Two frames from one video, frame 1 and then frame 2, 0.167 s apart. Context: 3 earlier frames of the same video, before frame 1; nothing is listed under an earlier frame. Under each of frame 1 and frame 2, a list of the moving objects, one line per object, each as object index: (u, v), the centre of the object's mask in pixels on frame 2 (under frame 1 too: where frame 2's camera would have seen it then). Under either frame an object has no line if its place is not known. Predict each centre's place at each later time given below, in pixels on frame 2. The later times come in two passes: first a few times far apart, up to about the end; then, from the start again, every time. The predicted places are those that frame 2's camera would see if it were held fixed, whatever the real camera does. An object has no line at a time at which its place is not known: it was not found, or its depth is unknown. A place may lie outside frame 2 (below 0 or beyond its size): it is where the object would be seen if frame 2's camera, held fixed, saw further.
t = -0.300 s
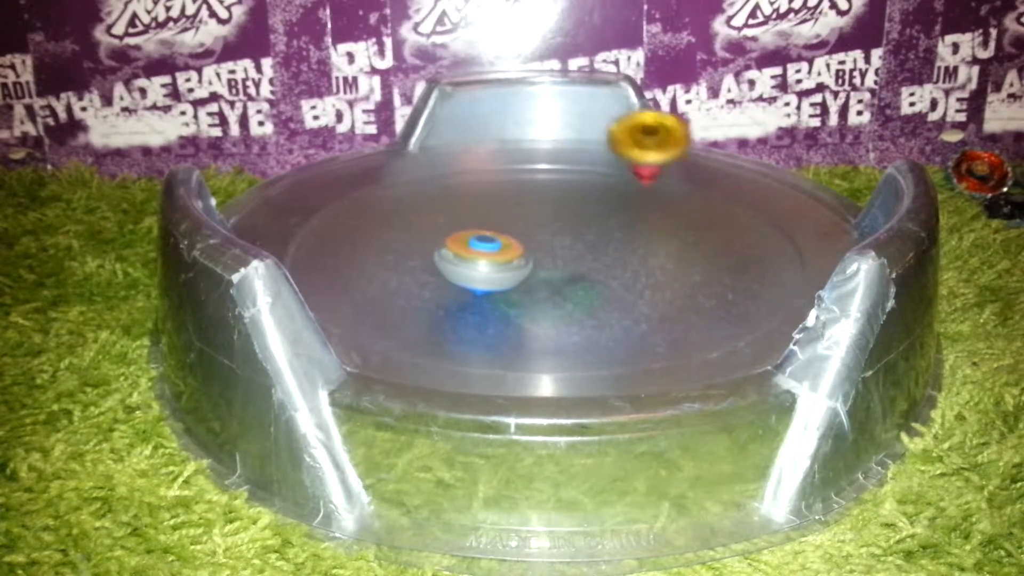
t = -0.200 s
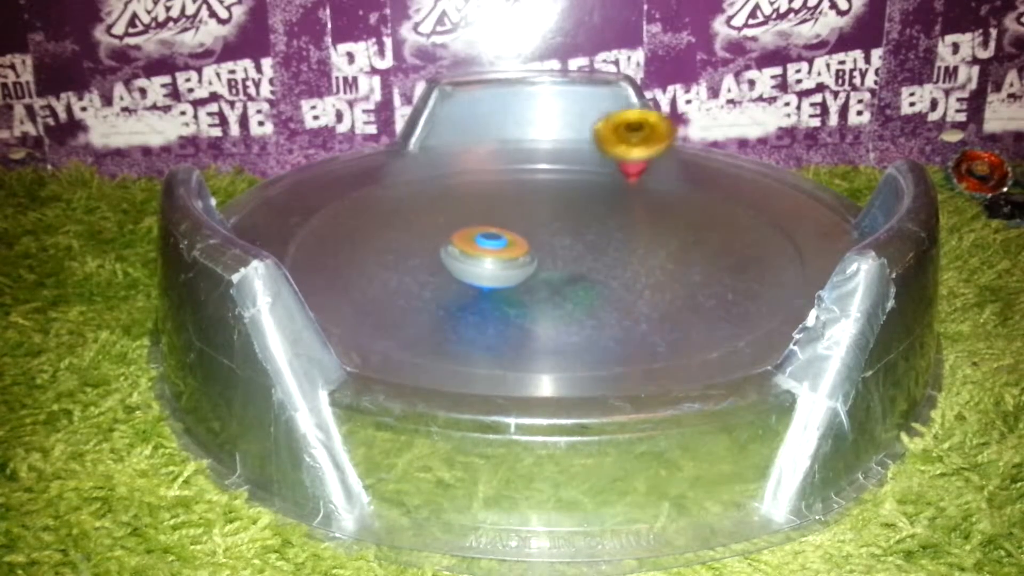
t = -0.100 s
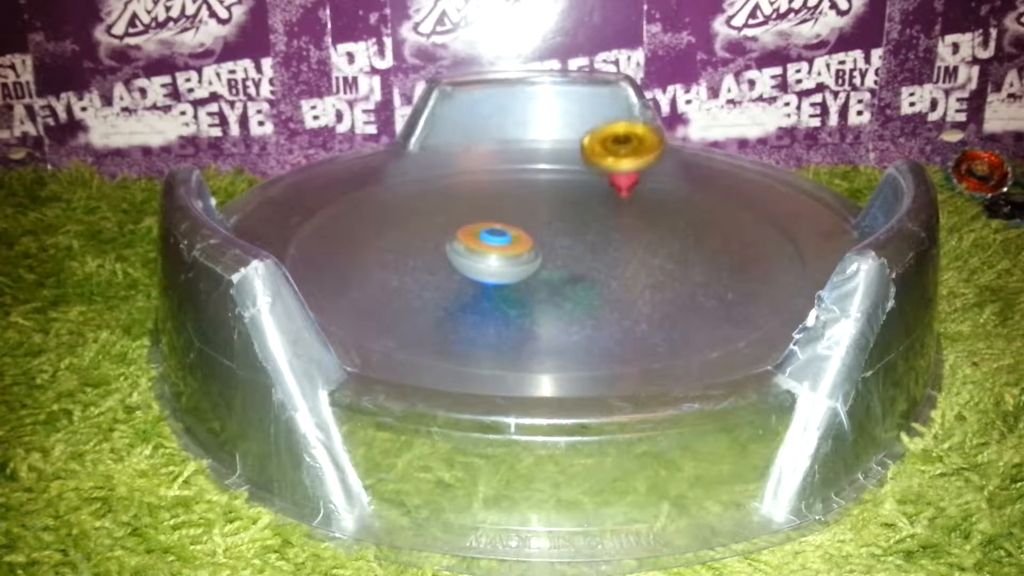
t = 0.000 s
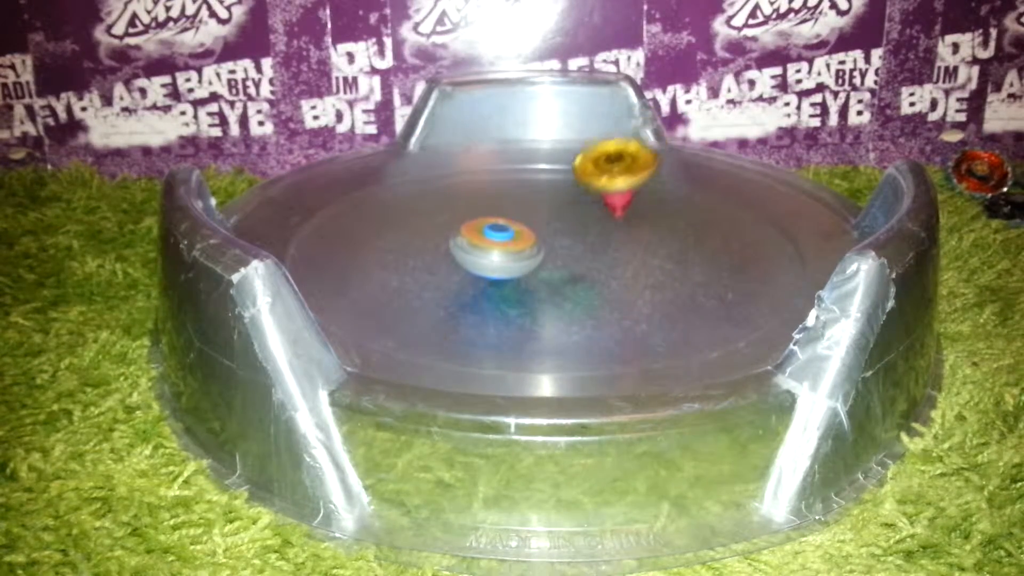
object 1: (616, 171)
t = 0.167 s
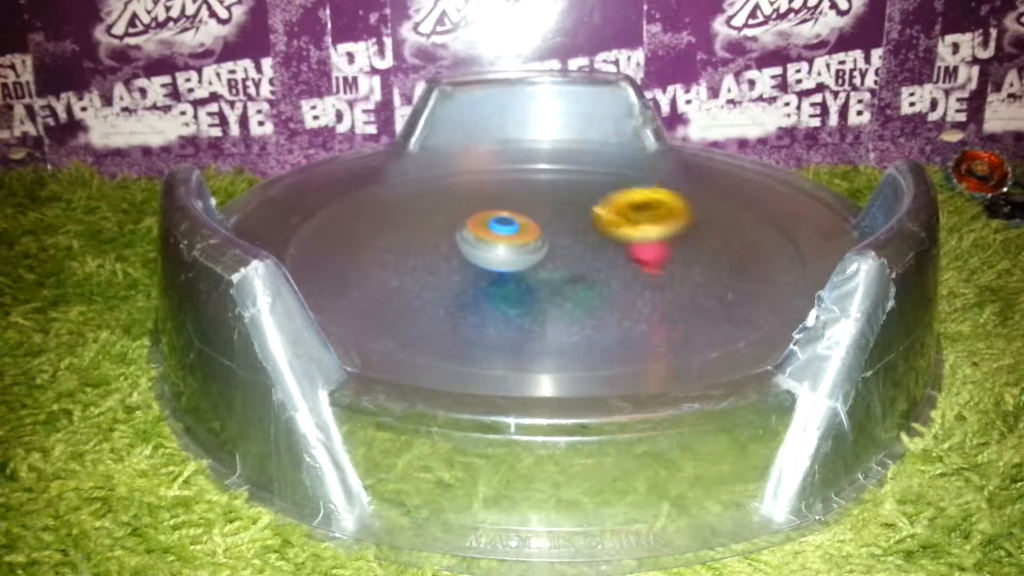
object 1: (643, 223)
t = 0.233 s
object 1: (686, 230)
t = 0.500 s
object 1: (734, 213)
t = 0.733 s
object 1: (596, 263)
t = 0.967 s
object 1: (646, 299)
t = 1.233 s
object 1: (612, 264)
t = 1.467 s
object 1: (406, 267)
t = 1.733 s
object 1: (501, 290)
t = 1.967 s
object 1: (482, 216)
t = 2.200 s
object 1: (317, 181)
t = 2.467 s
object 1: (397, 244)
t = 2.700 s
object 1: (544, 195)
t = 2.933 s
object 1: (488, 135)
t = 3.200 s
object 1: (543, 213)
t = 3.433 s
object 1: (689, 168)
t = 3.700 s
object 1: (594, 186)
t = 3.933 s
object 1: (649, 253)
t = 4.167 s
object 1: (760, 225)
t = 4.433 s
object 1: (577, 247)
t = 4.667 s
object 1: (599, 294)
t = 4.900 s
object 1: (649, 273)
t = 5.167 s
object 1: (483, 256)
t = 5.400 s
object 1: (427, 274)
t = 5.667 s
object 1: (501, 237)
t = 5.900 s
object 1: (419, 182)
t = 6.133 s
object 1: (440, 221)
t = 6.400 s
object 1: (609, 191)
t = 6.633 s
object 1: (559, 136)
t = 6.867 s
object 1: (527, 163)
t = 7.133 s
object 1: (630, 235)
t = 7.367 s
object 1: (760, 220)
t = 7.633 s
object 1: (658, 233)
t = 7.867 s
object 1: (495, 272)
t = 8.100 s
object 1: (475, 291)
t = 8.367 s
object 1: (512, 246)
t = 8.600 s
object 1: (408, 193)
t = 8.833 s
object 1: (389, 208)
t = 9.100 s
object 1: (562, 193)
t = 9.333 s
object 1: (564, 159)
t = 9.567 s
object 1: (545, 137)
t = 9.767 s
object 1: (545, 192)
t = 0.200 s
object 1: (663, 228)
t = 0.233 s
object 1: (686, 230)
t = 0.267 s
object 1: (710, 230)
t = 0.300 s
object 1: (734, 227)
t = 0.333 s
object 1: (757, 223)
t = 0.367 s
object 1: (778, 218)
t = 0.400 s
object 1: (781, 209)
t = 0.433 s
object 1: (763, 210)
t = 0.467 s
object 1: (748, 210)
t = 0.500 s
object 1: (734, 213)
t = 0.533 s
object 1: (717, 216)
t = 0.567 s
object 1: (697, 221)
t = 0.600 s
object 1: (673, 227)
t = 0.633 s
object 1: (650, 236)
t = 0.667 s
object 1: (629, 245)
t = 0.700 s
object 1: (611, 254)
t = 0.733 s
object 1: (596, 263)
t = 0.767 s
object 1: (586, 271)
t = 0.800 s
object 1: (582, 279)
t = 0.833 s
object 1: (585, 285)
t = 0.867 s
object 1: (596, 291)
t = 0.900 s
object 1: (612, 294)
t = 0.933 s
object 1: (629, 297)
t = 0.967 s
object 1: (646, 299)
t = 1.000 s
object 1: (660, 298)
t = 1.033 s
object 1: (670, 295)
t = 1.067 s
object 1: (676, 290)
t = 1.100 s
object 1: (675, 285)
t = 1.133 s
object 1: (668, 280)
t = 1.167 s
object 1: (656, 274)
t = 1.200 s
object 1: (637, 269)
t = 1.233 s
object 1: (612, 264)
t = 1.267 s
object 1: (576, 257)
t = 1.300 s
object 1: (540, 259)
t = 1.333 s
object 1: (512, 259)
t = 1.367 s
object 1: (483, 259)
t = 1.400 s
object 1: (455, 261)
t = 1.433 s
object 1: (427, 264)
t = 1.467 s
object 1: (406, 267)
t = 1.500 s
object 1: (391, 271)
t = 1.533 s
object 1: (380, 276)
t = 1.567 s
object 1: (374, 281)
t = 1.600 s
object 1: (396, 290)
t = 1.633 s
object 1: (431, 294)
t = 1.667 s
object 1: (458, 294)
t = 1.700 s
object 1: (479, 292)
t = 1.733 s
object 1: (501, 290)
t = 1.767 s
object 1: (519, 283)
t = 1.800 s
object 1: (531, 272)
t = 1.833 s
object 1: (532, 262)
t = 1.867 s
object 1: (525, 245)
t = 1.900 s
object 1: (511, 224)
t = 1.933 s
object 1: (496, 221)
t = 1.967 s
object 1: (482, 216)
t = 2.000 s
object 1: (466, 205)
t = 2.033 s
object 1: (444, 196)
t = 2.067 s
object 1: (416, 189)
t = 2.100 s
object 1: (387, 184)
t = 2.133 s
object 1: (354, 180)
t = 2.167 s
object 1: (325, 175)
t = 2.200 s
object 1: (317, 181)
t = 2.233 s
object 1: (314, 191)
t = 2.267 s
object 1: (311, 205)
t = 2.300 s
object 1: (310, 212)
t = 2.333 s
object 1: (314, 218)
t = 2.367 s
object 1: (326, 224)
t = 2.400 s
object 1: (343, 231)
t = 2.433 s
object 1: (368, 238)
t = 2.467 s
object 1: (397, 244)
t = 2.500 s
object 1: (430, 247)
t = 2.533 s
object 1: (462, 245)
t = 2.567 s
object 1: (490, 239)
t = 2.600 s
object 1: (511, 231)
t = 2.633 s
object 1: (528, 219)
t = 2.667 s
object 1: (540, 207)
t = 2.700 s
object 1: (544, 195)
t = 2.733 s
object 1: (544, 182)
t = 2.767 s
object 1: (540, 169)
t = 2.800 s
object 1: (533, 158)
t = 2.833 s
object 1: (521, 149)
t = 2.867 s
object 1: (511, 140)
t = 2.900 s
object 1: (501, 134)
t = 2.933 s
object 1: (488, 135)
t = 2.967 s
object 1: (476, 147)
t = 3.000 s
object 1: (469, 154)
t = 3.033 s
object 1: (467, 165)
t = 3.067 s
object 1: (469, 177)
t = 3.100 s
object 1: (477, 189)
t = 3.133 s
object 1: (492, 201)
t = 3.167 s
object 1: (515, 209)
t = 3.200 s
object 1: (543, 213)
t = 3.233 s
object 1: (574, 219)
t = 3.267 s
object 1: (605, 217)
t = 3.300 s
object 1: (632, 209)
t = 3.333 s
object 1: (654, 200)
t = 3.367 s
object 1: (670, 190)
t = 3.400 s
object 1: (681, 179)
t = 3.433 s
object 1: (689, 168)
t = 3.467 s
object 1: (694, 159)
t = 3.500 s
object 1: (692, 152)
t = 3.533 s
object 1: (670, 154)
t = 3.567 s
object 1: (652, 156)
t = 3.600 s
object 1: (638, 161)
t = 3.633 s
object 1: (624, 167)
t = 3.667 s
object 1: (609, 176)
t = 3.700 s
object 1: (594, 186)
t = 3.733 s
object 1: (584, 199)
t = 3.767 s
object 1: (579, 211)
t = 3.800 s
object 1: (579, 223)
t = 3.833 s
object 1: (589, 233)
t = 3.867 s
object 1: (604, 242)
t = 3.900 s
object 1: (624, 249)
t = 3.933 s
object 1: (649, 253)
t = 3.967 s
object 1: (675, 253)
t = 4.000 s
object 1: (702, 252)
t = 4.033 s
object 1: (730, 247)
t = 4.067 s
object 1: (756, 243)
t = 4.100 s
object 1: (777, 237)
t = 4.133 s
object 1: (783, 227)
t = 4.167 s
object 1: (760, 225)
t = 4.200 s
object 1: (741, 222)
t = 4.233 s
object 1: (723, 221)
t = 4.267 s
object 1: (700, 222)
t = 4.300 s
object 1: (675, 226)
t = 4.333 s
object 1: (647, 230)
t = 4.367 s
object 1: (619, 236)
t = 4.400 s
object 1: (595, 241)
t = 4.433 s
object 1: (577, 247)
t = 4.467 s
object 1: (567, 256)
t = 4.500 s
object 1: (561, 265)
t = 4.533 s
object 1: (560, 272)
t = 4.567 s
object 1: (561, 279)
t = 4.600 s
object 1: (568, 285)
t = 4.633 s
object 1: (581, 291)
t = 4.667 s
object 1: (599, 294)
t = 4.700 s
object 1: (616, 295)
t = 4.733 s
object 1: (633, 295)
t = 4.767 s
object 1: (645, 293)
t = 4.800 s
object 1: (654, 290)
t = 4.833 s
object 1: (658, 285)
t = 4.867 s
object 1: (656, 281)
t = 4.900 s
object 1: (649, 273)
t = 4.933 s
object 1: (636, 268)
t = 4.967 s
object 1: (615, 262)
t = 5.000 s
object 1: (593, 258)
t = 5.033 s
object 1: (564, 241)
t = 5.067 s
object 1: (536, 246)
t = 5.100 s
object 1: (513, 251)
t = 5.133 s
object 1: (498, 250)
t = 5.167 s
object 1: (483, 256)
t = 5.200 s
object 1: (467, 259)
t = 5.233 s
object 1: (455, 262)
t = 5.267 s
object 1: (444, 265)
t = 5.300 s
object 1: (435, 266)
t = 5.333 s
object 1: (426, 268)
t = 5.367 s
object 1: (422, 271)
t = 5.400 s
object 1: (427, 274)
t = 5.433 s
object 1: (439, 279)
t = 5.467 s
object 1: (457, 281)
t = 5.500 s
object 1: (477, 277)
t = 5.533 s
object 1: (491, 272)
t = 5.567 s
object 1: (500, 265)
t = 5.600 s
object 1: (504, 256)
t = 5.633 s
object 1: (503, 247)
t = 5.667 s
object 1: (501, 237)
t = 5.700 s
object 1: (495, 227)
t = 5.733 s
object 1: (486, 217)
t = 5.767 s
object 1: (475, 208)
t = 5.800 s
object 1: (462, 199)
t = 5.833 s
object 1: (448, 192)
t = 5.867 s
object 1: (434, 186)
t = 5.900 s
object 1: (419, 182)
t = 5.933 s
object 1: (405, 180)
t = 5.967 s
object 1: (394, 181)
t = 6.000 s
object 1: (389, 186)
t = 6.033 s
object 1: (389, 193)
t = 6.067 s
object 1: (398, 203)
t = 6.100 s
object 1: (416, 214)
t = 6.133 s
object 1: (440, 221)
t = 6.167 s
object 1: (467, 227)
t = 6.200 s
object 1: (497, 230)
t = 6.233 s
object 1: (522, 224)
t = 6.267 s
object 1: (544, 216)
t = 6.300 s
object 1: (569, 210)
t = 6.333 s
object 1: (593, 206)
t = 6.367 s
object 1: (604, 200)
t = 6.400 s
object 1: (609, 191)
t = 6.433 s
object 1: (608, 180)
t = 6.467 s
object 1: (603, 168)
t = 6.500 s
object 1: (595, 155)
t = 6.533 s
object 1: (588, 144)
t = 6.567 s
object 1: (582, 134)
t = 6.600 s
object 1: (570, 132)
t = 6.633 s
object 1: (559, 136)
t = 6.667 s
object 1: (550, 137)
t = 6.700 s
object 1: (545, 138)
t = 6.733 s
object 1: (541, 138)
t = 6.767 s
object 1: (537, 140)
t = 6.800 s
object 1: (534, 145)
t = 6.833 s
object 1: (530, 153)
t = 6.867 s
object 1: (527, 163)
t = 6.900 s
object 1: (527, 174)
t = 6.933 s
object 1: (532, 186)
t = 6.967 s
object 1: (542, 198)
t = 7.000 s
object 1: (554, 210)
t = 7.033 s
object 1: (570, 219)
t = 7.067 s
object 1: (589, 225)
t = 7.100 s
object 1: (610, 231)
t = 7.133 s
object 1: (630, 235)
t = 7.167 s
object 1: (652, 237)
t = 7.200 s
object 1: (674, 237)
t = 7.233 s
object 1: (697, 235)
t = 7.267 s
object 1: (717, 233)
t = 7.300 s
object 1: (734, 228)
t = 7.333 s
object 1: (749, 224)
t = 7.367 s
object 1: (760, 220)
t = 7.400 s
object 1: (767, 217)
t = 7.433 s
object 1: (766, 216)
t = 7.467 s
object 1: (760, 215)
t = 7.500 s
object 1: (746, 217)
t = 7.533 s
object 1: (728, 219)
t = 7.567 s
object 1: (706, 223)
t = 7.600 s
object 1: (682, 228)
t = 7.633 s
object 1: (658, 233)
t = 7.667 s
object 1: (632, 240)
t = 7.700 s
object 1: (609, 245)
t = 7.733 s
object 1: (585, 251)
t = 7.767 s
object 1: (561, 257)
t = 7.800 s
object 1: (536, 263)
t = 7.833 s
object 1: (514, 267)
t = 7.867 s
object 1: (495, 272)
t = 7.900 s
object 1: (481, 275)
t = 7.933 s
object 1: (470, 279)
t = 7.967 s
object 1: (463, 281)
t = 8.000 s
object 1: (460, 284)
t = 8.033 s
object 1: (461, 287)
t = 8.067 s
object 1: (467, 290)
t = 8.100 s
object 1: (475, 291)
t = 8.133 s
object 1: (486, 291)
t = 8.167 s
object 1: (500, 290)
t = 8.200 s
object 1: (514, 287)
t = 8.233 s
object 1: (521, 280)
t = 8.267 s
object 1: (524, 274)
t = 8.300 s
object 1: (524, 265)
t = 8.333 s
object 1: (519, 256)
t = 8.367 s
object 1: (512, 246)
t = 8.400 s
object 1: (501, 237)
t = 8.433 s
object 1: (488, 229)
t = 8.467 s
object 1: (471, 222)
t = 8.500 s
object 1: (455, 214)
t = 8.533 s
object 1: (439, 205)
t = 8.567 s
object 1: (424, 199)
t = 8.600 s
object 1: (408, 193)
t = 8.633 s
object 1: (393, 188)
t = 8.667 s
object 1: (380, 186)
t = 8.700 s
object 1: (371, 186)
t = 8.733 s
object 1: (367, 188)
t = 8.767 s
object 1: (368, 193)
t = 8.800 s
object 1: (376, 200)
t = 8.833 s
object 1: (389, 208)
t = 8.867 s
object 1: (410, 216)
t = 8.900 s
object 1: (434, 222)
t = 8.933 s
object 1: (461, 226)
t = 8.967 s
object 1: (487, 227)
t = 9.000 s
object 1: (513, 226)
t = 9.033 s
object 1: (533, 219)
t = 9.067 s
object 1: (547, 199)
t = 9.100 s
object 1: (562, 193)
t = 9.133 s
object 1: (572, 191)
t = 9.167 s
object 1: (575, 178)
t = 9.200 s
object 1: (576, 180)
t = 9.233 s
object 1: (577, 176)
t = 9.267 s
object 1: (574, 171)
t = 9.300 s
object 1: (569, 165)
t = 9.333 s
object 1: (564, 159)
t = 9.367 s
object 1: (560, 152)
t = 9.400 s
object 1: (557, 146)
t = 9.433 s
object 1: (555, 140)
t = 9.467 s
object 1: (553, 136)
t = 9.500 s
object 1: (551, 134)
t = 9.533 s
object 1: (548, 134)
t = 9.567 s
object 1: (545, 137)
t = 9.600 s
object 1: (543, 142)
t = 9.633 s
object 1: (542, 150)
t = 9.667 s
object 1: (540, 160)
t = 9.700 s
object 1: (539, 170)
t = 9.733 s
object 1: (540, 182)
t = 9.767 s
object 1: (545, 192)
